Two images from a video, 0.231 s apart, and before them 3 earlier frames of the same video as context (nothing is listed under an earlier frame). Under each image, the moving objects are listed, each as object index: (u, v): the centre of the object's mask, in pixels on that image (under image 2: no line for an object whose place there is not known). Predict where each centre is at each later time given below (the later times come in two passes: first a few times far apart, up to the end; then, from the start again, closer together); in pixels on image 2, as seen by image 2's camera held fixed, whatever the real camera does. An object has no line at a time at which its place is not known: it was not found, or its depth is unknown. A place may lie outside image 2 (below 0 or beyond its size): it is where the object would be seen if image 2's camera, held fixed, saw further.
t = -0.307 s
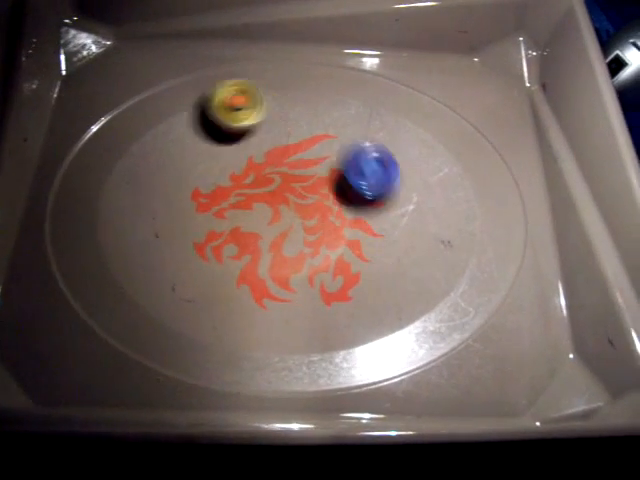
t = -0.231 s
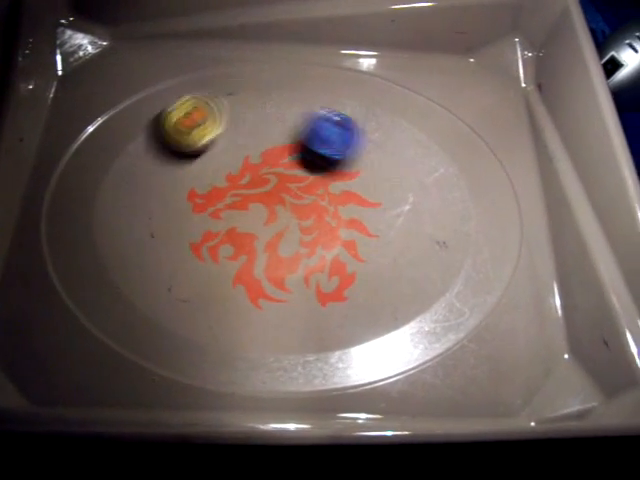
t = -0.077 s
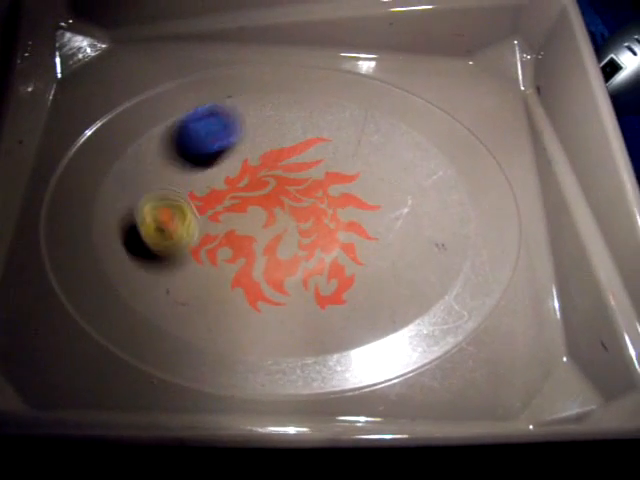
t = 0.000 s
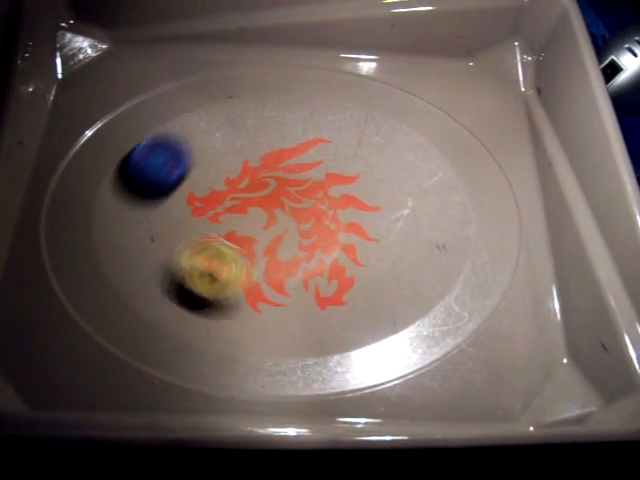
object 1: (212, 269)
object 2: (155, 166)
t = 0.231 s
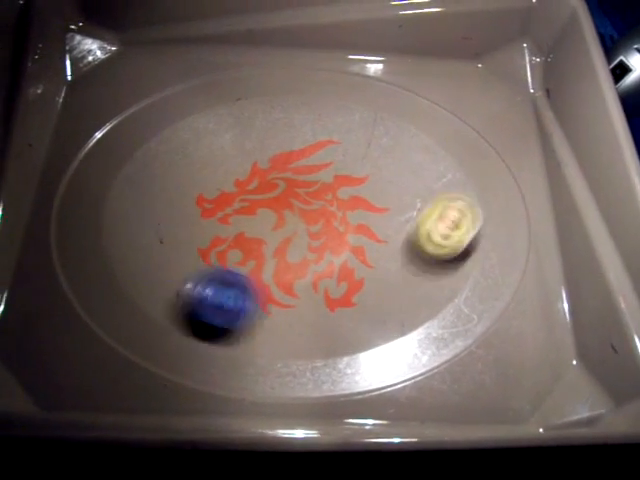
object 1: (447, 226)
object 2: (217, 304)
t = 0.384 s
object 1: (473, 120)
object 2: (371, 282)
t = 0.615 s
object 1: (376, 81)
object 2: (387, 142)
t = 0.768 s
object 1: (304, 80)
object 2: (290, 173)
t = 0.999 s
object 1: (172, 166)
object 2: (238, 273)
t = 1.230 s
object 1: (244, 298)
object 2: (372, 290)
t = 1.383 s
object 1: (382, 265)
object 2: (396, 202)
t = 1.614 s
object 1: (372, 121)
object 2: (254, 156)
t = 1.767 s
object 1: (247, 118)
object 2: (173, 209)
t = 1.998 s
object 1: (192, 264)
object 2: (250, 313)
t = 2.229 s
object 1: (390, 306)
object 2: (381, 218)
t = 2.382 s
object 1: (449, 207)
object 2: (326, 142)
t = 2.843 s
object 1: (150, 207)
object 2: (212, 289)
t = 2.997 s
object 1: (192, 307)
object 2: (345, 279)
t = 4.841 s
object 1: (188, 268)
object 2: (335, 302)
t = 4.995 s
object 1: (301, 324)
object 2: (392, 230)
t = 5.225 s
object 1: (423, 217)
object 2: (302, 151)
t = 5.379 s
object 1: (352, 137)
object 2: (220, 168)
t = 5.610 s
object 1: (184, 151)
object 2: (196, 265)
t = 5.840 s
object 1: (180, 285)
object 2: (335, 270)
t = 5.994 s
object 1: (310, 308)
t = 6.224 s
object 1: (401, 185)
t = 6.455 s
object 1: (276, 110)
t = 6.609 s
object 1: (189, 170)
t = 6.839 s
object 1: (257, 301)
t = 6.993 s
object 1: (383, 293)
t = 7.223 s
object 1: (410, 165)
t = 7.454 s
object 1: (253, 139)
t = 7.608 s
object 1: (178, 207)
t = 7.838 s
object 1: (264, 316)
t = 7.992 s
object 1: (373, 276)
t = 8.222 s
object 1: (351, 146)
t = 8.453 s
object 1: (200, 141)
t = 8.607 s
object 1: (166, 223)
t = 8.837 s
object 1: (311, 299)
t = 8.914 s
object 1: (366, 282)
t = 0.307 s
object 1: (470, 164)
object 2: (299, 309)
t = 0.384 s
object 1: (473, 120)
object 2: (371, 282)
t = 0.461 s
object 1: (455, 101)
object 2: (409, 234)
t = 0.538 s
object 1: (418, 85)
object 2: (414, 184)
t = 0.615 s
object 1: (376, 81)
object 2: (387, 142)
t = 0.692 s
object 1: (343, 53)
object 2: (337, 159)
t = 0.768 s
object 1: (304, 80)
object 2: (290, 173)
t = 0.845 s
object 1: (261, 116)
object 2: (257, 187)
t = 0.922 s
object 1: (212, 138)
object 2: (242, 225)
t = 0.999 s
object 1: (172, 166)
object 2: (238, 273)
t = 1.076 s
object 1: (155, 215)
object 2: (263, 303)
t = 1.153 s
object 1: (182, 266)
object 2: (316, 309)
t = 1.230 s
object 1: (244, 298)
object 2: (372, 290)
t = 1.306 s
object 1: (319, 296)
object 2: (402, 251)
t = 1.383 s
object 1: (382, 265)
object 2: (396, 202)
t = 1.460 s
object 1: (412, 216)
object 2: (360, 169)
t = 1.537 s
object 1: (410, 163)
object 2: (310, 153)
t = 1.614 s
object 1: (372, 121)
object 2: (254, 156)
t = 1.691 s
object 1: (312, 105)
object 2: (206, 176)
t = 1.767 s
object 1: (247, 118)
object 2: (173, 209)
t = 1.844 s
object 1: (197, 156)
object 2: (163, 251)
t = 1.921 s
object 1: (177, 208)
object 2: (188, 291)
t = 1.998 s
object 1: (192, 264)
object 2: (250, 313)
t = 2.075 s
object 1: (243, 307)
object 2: (320, 305)
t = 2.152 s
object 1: (316, 321)
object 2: (369, 267)
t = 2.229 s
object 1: (390, 306)
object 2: (381, 218)
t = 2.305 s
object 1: (438, 263)
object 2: (364, 172)
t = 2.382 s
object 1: (449, 207)
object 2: (326, 142)
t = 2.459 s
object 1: (420, 158)
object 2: (272, 130)
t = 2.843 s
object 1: (150, 207)
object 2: (212, 289)
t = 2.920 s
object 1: (150, 261)
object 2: (282, 298)
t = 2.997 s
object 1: (192, 307)
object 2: (345, 279)
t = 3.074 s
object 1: (262, 328)
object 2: (384, 242)
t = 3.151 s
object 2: (395, 197)
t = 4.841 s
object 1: (188, 268)
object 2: (335, 302)
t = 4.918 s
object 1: (234, 308)
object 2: (379, 272)
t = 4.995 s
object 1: (301, 324)
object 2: (392, 230)
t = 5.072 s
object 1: (370, 309)
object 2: (377, 190)
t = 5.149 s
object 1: (415, 269)
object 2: (344, 164)
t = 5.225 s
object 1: (423, 217)
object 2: (302, 151)
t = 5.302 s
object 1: (397, 170)
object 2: (257, 154)
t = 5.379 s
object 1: (352, 137)
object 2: (220, 168)
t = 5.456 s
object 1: (295, 122)
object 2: (191, 196)
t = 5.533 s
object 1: (236, 127)
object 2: (180, 230)
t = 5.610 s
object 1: (184, 151)
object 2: (196, 265)
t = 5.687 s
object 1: (150, 190)
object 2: (237, 290)
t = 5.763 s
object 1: (145, 239)
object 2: (290, 291)
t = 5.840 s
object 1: (180, 285)
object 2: (335, 270)
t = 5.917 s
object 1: (241, 311)
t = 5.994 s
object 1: (310, 308)
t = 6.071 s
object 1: (367, 280)
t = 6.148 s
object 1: (398, 234)
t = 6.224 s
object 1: (401, 185)
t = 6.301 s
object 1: (377, 141)
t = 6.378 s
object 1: (332, 114)
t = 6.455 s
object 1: (276, 110)
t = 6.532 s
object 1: (223, 130)
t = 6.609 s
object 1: (189, 170)
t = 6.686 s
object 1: (184, 218)
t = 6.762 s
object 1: (207, 266)
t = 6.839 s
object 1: (257, 301)
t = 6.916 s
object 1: (322, 309)
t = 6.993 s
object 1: (383, 293)
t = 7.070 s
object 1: (423, 255)
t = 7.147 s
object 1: (432, 208)
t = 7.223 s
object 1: (410, 165)
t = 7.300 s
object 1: (364, 137)
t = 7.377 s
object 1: (306, 128)
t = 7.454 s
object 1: (253, 139)
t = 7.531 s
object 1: (205, 168)
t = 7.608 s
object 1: (178, 207)
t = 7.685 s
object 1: (175, 254)
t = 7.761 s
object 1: (206, 296)
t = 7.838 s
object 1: (264, 316)
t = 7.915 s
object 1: (327, 309)
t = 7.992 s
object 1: (373, 276)
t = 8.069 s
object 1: (391, 229)
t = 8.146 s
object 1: (381, 183)
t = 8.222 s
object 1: (351, 146)
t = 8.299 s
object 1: (303, 122)
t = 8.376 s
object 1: (250, 121)
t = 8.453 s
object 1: (200, 141)
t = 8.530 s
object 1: (169, 179)
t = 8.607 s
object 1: (166, 223)
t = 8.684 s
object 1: (195, 267)
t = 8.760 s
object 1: (249, 295)
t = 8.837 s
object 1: (311, 299)
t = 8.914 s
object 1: (366, 282)
